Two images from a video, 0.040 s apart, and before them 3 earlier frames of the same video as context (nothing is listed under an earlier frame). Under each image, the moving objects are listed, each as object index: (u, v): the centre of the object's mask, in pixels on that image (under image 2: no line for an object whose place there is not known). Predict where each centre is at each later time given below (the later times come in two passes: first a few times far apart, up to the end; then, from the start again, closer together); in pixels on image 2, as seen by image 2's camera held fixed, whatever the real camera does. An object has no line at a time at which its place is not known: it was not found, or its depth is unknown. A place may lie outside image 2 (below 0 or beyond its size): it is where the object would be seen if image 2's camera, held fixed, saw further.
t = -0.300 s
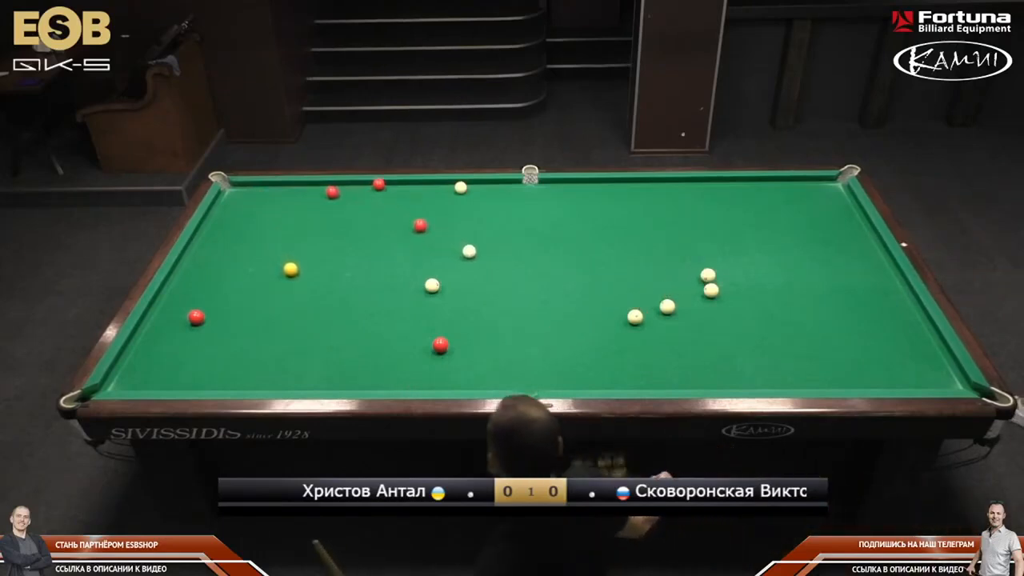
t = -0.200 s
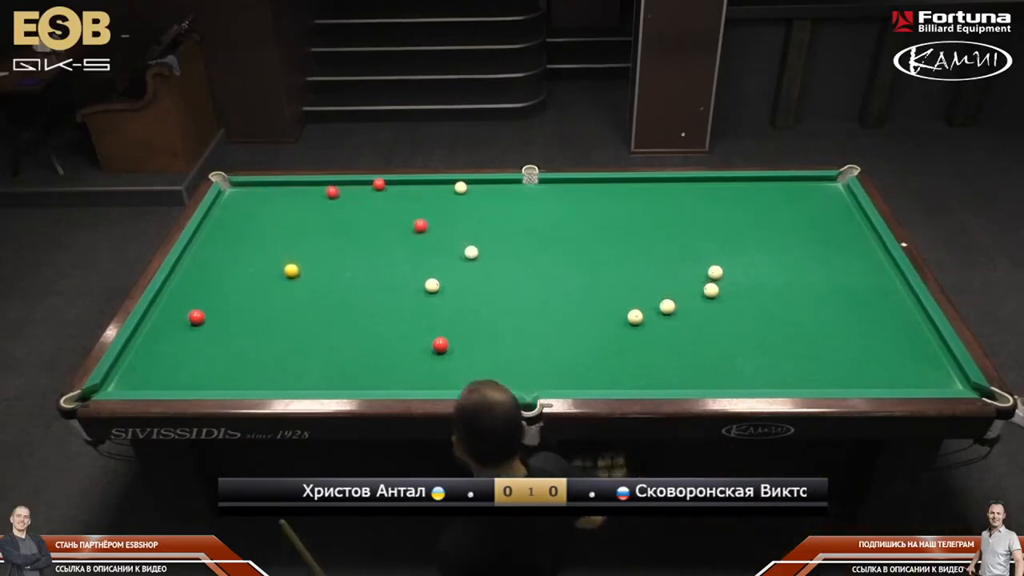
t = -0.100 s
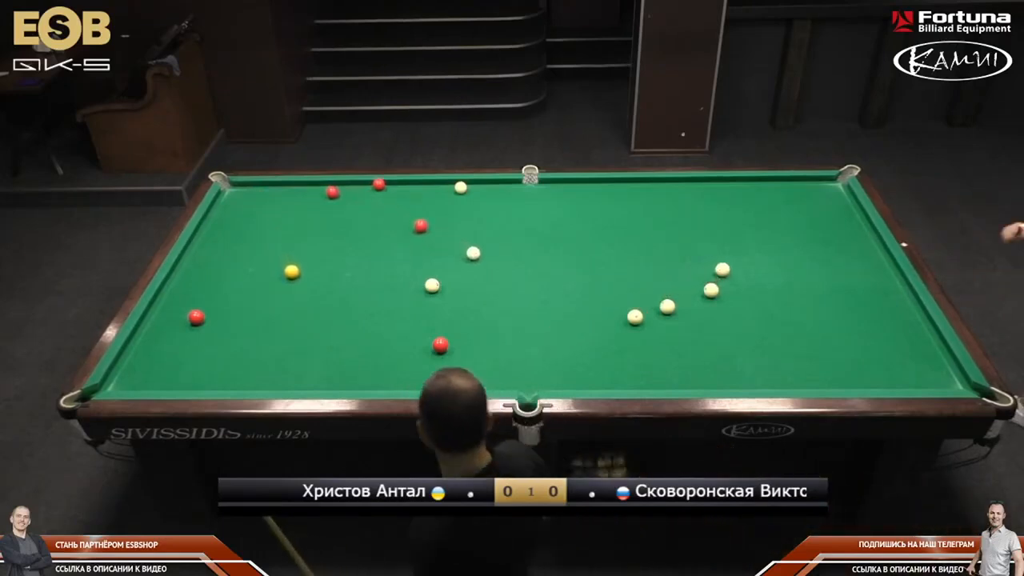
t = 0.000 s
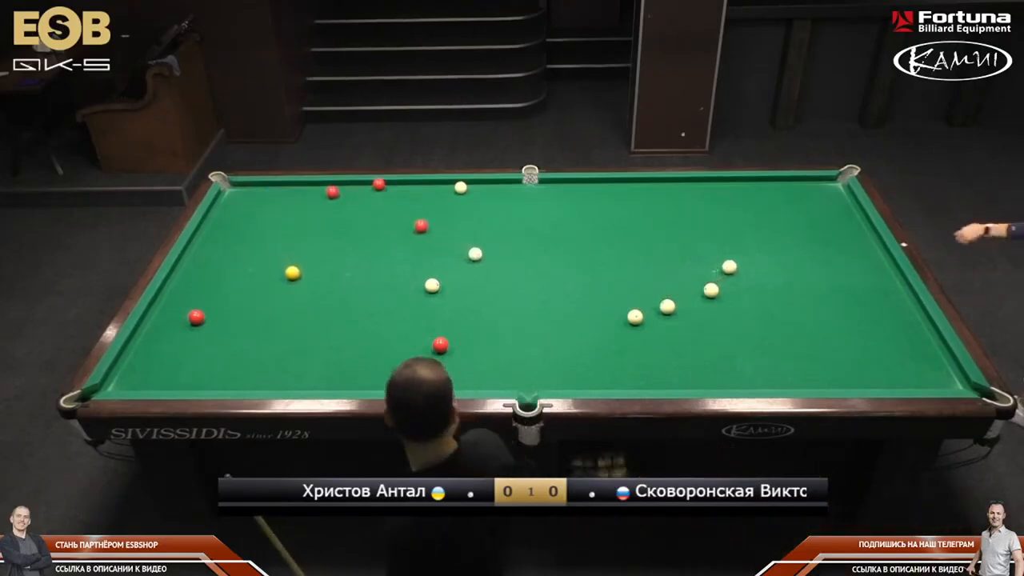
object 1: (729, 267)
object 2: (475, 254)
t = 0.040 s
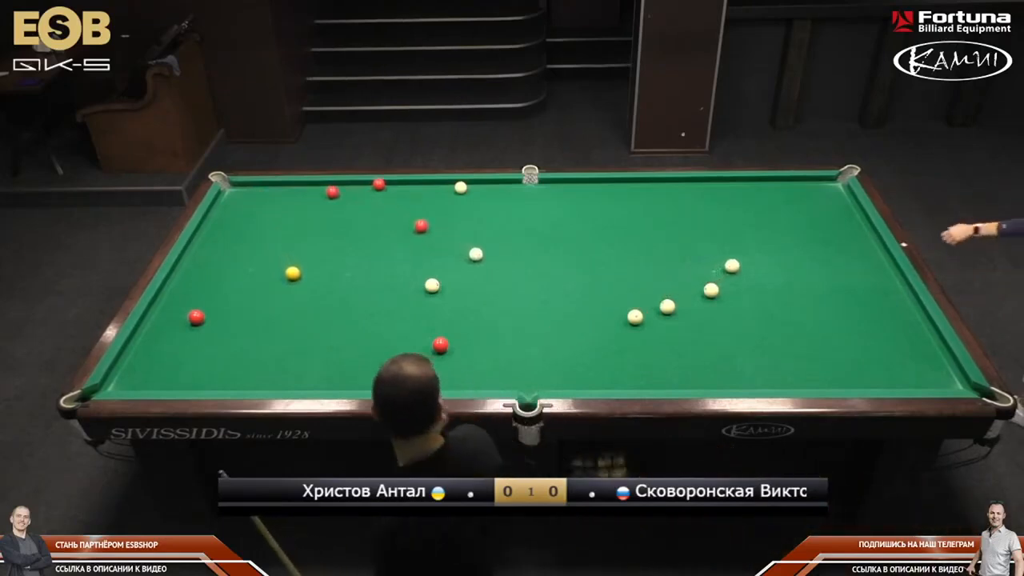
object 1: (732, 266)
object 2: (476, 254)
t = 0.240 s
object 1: (745, 261)
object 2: (479, 256)
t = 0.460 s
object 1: (759, 256)
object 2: (482, 257)
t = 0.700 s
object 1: (773, 250)
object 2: (485, 259)
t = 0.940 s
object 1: (786, 245)
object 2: (487, 259)
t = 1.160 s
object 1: (798, 240)
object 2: (489, 260)
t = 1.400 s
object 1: (809, 236)
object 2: (490, 261)
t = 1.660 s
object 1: (821, 231)
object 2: (490, 260)
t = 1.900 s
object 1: (831, 227)
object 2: (490, 260)
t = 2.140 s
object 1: (840, 223)
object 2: (490, 260)
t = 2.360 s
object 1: (847, 220)
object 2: (490, 260)
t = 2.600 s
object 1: (855, 217)
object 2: (490, 260)
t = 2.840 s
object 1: (860, 214)
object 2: (490, 260)
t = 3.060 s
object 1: (856, 213)
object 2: (490, 260)
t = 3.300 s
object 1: (851, 212)
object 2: (490, 260)
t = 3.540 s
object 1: (848, 211)
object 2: (490, 260)
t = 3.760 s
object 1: (845, 211)
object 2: (490, 260)
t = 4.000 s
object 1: (844, 210)
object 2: (490, 260)
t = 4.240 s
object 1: (842, 209)
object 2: (490, 260)
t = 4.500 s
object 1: (842, 210)
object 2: (490, 260)
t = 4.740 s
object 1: (842, 210)
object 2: (490, 260)
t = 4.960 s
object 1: (842, 210)
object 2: (490, 260)
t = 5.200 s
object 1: (842, 210)
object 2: (490, 260)
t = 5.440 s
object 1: (842, 210)
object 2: (490, 260)
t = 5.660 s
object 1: (842, 210)
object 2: (490, 260)
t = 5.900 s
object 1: (842, 210)
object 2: (490, 260)
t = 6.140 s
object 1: (842, 210)
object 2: (490, 260)
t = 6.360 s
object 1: (842, 210)
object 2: (490, 260)
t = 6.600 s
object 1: (842, 210)
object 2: (490, 260)
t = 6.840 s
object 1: (842, 210)
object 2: (490, 260)
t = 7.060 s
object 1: (842, 210)
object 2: (490, 260)
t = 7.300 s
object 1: (842, 210)
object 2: (490, 260)
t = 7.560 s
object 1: (842, 210)
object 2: (490, 260)
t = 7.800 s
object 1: (842, 210)
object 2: (490, 260)
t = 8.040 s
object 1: (842, 210)
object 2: (490, 260)
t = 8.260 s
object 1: (842, 210)
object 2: (490, 260)
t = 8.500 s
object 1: (842, 210)
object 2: (490, 260)
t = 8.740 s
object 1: (842, 210)
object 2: (490, 260)
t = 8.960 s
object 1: (842, 210)
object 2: (490, 260)
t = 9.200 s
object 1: (842, 210)
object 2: (490, 260)
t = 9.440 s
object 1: (842, 210)
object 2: (490, 260)
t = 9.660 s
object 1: (842, 210)
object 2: (490, 260)
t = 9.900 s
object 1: (842, 210)
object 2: (490, 260)
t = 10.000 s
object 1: (842, 210)
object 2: (490, 260)
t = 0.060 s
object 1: (733, 265)
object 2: (476, 254)
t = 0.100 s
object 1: (736, 264)
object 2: (477, 254)
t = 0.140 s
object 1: (738, 263)
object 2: (477, 255)
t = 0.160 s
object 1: (740, 263)
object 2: (478, 255)
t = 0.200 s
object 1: (742, 262)
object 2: (478, 255)
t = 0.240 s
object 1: (745, 261)
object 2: (479, 256)
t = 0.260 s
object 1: (746, 260)
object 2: (479, 256)
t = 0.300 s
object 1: (749, 259)
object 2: (480, 256)
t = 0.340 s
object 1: (751, 258)
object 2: (480, 256)
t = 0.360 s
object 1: (753, 258)
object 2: (481, 256)
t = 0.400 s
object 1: (755, 257)
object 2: (481, 257)
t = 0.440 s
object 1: (758, 256)
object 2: (482, 257)
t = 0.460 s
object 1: (759, 256)
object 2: (482, 257)
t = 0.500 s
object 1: (761, 254)
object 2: (482, 257)
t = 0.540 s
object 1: (764, 253)
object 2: (483, 257)
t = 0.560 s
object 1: (765, 253)
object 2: (483, 258)
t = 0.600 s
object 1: (767, 252)
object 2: (484, 258)
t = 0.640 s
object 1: (770, 251)
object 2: (484, 258)
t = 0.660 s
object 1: (771, 251)
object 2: (484, 258)
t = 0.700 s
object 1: (773, 250)
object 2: (485, 259)
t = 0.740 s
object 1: (776, 249)
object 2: (485, 259)
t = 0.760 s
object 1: (776, 249)
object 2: (485, 259)
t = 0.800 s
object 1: (779, 248)
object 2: (486, 259)
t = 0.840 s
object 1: (781, 247)
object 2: (486, 259)
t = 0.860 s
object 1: (782, 246)
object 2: (486, 259)
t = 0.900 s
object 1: (784, 245)
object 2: (487, 259)
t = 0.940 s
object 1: (786, 245)
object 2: (487, 259)
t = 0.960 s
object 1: (787, 244)
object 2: (487, 259)
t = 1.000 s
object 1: (789, 243)
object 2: (487, 260)
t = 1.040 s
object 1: (791, 243)
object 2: (488, 260)
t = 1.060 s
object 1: (793, 242)
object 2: (488, 260)
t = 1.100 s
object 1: (795, 241)
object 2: (488, 260)
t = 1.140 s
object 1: (797, 241)
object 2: (488, 260)
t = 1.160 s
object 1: (798, 240)
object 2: (489, 260)
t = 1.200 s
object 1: (800, 239)
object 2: (489, 260)
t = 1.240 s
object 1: (802, 239)
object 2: (489, 260)
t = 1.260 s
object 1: (803, 238)
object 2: (489, 260)
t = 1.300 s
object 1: (805, 238)
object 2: (489, 260)
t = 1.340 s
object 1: (806, 237)
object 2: (489, 261)
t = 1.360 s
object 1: (807, 236)
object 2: (489, 261)
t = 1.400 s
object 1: (809, 236)
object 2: (490, 261)
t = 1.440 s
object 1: (811, 235)
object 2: (490, 261)
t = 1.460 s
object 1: (812, 235)
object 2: (490, 260)
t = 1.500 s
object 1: (814, 234)
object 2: (490, 261)
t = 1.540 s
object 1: (816, 233)
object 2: (490, 261)
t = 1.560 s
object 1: (816, 233)
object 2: (490, 261)
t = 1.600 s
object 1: (818, 232)
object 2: (490, 261)
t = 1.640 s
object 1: (820, 231)
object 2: (490, 261)
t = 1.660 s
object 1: (821, 231)
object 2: (490, 260)
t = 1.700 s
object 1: (823, 231)
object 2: (490, 260)
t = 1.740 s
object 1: (824, 230)
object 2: (490, 260)
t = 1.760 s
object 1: (825, 230)
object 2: (490, 261)
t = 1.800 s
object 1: (827, 229)
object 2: (490, 260)
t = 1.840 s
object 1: (828, 228)
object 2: (490, 260)
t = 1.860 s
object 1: (829, 228)
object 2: (490, 261)
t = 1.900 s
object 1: (831, 227)
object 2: (490, 260)
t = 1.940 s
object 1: (832, 226)
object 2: (490, 260)
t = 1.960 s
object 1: (833, 226)
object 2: (490, 260)
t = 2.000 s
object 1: (835, 226)
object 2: (490, 261)
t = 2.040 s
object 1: (836, 225)
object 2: (490, 260)
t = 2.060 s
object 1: (837, 225)
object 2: (490, 260)
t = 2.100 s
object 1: (838, 224)
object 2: (490, 261)
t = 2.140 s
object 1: (840, 223)
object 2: (490, 260)
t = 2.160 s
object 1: (840, 223)
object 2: (490, 260)
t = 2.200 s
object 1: (842, 223)
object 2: (490, 260)
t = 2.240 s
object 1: (843, 222)
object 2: (490, 260)
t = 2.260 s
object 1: (844, 222)
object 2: (490, 260)
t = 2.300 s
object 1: (845, 221)
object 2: (490, 260)
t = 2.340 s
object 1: (847, 221)
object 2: (490, 260)
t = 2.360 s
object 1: (847, 220)
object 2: (490, 260)
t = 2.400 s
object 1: (849, 220)
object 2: (490, 260)
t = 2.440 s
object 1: (850, 219)
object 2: (490, 260)
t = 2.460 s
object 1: (851, 219)
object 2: (490, 260)
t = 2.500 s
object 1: (852, 219)
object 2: (490, 260)
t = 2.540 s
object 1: (853, 218)
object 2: (490, 260)
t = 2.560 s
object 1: (853, 218)
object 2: (490, 260)
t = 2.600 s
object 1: (855, 217)
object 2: (490, 260)
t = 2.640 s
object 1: (856, 217)
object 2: (490, 260)
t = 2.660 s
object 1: (856, 216)
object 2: (490, 260)
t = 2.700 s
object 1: (858, 216)
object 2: (490, 260)
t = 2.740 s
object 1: (859, 215)
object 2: (490, 260)
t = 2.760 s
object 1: (859, 215)
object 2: (490, 260)
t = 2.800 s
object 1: (861, 215)
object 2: (490, 260)
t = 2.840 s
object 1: (860, 214)
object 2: (490, 260)
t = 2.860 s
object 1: (860, 214)
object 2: (490, 261)
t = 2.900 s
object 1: (859, 214)
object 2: (490, 260)
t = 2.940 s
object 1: (858, 214)
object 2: (490, 260)
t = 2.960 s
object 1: (857, 214)
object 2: (490, 260)
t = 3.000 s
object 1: (857, 213)
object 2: (490, 260)
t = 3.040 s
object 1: (856, 213)
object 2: (490, 260)
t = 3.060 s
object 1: (856, 213)
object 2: (490, 260)
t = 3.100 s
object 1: (855, 213)
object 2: (490, 260)
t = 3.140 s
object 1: (854, 213)
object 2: (490, 260)
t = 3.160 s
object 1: (854, 213)
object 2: (490, 260)
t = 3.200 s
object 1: (853, 212)
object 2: (490, 260)
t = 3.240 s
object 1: (852, 212)
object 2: (490, 260)
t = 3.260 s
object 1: (852, 212)
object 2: (490, 260)
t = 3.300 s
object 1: (851, 212)
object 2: (490, 260)
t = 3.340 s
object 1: (850, 212)
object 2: (490, 260)
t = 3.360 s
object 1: (850, 212)
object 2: (490, 260)
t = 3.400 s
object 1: (850, 212)
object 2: (490, 260)
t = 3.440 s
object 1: (849, 211)
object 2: (490, 260)
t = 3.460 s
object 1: (849, 212)
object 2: (490, 260)
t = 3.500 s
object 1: (848, 211)
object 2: (490, 260)
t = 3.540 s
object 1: (848, 211)
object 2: (490, 260)
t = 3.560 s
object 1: (848, 211)
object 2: (490, 260)
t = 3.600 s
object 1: (847, 211)
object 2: (490, 260)
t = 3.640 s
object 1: (847, 211)
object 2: (490, 260)
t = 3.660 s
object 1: (846, 211)
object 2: (490, 260)
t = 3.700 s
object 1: (846, 211)
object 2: (490, 260)
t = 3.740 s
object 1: (845, 211)
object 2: (490, 260)
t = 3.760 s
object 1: (845, 211)
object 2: (490, 260)
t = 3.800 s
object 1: (845, 210)
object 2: (490, 260)
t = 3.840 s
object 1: (845, 210)
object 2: (490, 260)
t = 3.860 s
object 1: (845, 210)
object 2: (490, 260)
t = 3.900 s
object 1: (844, 210)
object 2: (490, 260)
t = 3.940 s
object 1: (844, 210)
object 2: (490, 260)
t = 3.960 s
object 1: (844, 210)
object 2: (490, 260)
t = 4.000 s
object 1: (844, 210)
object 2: (490, 260)
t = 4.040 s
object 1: (843, 210)
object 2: (490, 260)
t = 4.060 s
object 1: (843, 210)
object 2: (490, 260)
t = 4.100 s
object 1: (843, 210)
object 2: (490, 260)
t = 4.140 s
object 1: (843, 210)
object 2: (490, 260)
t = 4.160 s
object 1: (842, 210)
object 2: (490, 260)
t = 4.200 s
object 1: (842, 210)
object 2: (490, 260)
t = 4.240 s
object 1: (842, 209)
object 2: (490, 260)
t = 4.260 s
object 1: (842, 209)
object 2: (490, 260)
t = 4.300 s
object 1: (842, 209)
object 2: (490, 260)
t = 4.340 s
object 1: (842, 209)
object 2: (490, 260)
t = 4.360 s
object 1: (842, 209)
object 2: (490, 260)
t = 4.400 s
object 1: (842, 209)
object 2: (490, 260)
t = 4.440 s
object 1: (842, 210)
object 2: (490, 260)
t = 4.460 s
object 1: (842, 210)
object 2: (490, 260)
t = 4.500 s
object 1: (842, 210)
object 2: (490, 260)
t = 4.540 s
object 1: (842, 210)
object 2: (490, 260)
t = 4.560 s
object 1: (842, 210)
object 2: (490, 260)
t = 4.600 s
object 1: (842, 210)
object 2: (490, 260)
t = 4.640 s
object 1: (842, 210)
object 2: (490, 260)
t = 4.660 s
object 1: (842, 210)
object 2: (490, 260)
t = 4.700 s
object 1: (842, 210)
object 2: (490, 260)
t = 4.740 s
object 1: (842, 210)
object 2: (490, 260)
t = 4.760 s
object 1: (842, 210)
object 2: (490, 260)
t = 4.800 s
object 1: (842, 210)
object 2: (490, 260)
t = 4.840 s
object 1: (842, 210)
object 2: (490, 260)
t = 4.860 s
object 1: (842, 210)
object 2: (490, 260)
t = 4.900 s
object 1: (842, 210)
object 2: (490, 260)
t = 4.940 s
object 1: (842, 210)
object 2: (490, 260)
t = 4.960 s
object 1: (842, 210)
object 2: (490, 260)
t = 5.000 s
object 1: (842, 210)
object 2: (490, 260)
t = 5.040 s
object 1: (842, 210)
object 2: (490, 260)
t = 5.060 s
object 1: (842, 210)
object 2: (490, 260)
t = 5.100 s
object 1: (842, 210)
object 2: (490, 260)
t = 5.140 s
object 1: (842, 210)
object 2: (490, 260)
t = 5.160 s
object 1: (842, 210)
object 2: (490, 260)
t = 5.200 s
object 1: (842, 210)
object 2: (490, 260)
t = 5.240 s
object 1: (842, 210)
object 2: (490, 260)
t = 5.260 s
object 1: (842, 210)
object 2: (490, 260)
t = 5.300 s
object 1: (842, 210)
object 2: (490, 260)
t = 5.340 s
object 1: (842, 210)
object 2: (490, 260)
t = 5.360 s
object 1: (842, 210)
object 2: (490, 260)
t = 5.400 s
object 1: (842, 210)
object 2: (490, 260)
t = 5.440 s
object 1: (842, 210)
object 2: (490, 260)
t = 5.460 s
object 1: (842, 210)
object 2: (490, 260)
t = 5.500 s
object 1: (842, 210)
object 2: (490, 260)
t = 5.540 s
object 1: (842, 210)
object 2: (490, 260)
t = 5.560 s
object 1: (842, 210)
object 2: (490, 260)
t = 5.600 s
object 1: (842, 210)
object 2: (490, 260)
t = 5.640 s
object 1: (842, 210)
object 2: (490, 260)
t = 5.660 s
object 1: (842, 210)
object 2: (490, 260)
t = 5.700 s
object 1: (842, 210)
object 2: (490, 260)
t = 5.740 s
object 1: (842, 210)
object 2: (490, 260)
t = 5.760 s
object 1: (842, 210)
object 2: (490, 260)
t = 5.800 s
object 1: (842, 210)
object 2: (490, 260)
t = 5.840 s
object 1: (842, 210)
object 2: (490, 260)
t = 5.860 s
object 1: (842, 210)
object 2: (490, 260)
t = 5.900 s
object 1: (842, 210)
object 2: (490, 260)
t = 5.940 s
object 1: (842, 210)
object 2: (490, 260)
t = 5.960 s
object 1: (842, 210)
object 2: (490, 260)
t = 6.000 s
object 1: (842, 210)
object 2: (490, 260)
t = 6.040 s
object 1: (842, 210)
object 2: (490, 260)
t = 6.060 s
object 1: (842, 210)
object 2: (490, 260)
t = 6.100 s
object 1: (842, 210)
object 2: (490, 260)
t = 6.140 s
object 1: (842, 210)
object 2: (490, 260)
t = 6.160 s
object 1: (842, 210)
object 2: (490, 260)
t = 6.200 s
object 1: (842, 210)
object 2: (490, 260)
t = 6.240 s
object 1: (842, 210)
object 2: (490, 260)
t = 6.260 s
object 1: (842, 210)
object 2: (490, 260)
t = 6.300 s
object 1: (842, 210)
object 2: (490, 260)
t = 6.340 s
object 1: (842, 210)
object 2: (490, 260)
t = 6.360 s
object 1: (842, 210)
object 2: (490, 260)
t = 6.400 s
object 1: (842, 210)
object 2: (490, 260)
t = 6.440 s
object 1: (842, 210)
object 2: (490, 260)
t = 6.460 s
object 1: (842, 210)
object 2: (490, 260)
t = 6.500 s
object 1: (842, 210)
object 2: (490, 260)
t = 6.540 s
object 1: (842, 210)
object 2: (490, 260)
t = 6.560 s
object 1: (842, 210)
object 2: (490, 260)
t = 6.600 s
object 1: (842, 210)
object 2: (490, 260)
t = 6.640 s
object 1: (842, 210)
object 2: (490, 260)
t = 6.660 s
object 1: (842, 210)
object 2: (490, 260)
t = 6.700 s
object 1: (842, 210)
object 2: (490, 260)
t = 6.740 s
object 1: (842, 210)
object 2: (490, 260)
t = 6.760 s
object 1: (842, 210)
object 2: (490, 260)
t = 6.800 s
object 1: (842, 210)
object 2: (490, 260)
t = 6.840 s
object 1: (842, 210)
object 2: (490, 260)
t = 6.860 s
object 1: (842, 210)
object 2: (490, 260)
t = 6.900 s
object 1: (842, 210)
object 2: (490, 260)
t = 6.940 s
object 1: (842, 210)
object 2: (490, 260)
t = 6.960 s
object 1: (842, 210)
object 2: (490, 260)
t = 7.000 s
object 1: (842, 210)
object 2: (490, 260)
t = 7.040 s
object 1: (842, 210)
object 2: (490, 260)
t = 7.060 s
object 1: (842, 210)
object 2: (490, 260)
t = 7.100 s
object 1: (842, 210)
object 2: (490, 260)
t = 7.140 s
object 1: (842, 210)
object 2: (490, 260)
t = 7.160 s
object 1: (842, 210)
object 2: (490, 260)
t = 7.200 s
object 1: (842, 210)
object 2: (490, 260)
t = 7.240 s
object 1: (842, 210)
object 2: (490, 260)
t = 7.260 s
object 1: (842, 210)
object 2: (490, 260)
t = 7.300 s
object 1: (842, 210)
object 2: (490, 260)
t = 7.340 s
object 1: (842, 210)
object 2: (490, 260)
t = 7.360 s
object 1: (842, 210)
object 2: (490, 260)
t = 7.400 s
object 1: (842, 210)
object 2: (490, 260)
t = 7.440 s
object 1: (842, 210)
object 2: (490, 260)
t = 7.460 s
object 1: (842, 210)
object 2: (490, 260)
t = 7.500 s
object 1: (842, 210)
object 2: (490, 260)
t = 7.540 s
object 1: (842, 210)
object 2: (490, 260)
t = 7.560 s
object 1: (842, 210)
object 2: (490, 260)
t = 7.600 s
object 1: (842, 210)
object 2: (490, 260)
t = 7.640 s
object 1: (842, 210)
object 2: (490, 260)
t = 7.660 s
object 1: (842, 210)
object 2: (490, 260)
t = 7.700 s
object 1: (842, 210)
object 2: (490, 260)
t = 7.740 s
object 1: (842, 210)
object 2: (490, 260)
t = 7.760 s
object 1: (842, 210)
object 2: (490, 260)
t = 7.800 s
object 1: (842, 210)
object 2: (490, 260)
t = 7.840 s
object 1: (842, 210)
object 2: (490, 260)
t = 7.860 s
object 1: (842, 210)
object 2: (490, 260)
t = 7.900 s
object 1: (842, 210)
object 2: (490, 260)
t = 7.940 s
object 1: (842, 210)
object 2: (490, 260)
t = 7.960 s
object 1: (842, 210)
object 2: (490, 260)
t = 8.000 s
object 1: (842, 210)
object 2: (490, 260)
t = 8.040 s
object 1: (842, 210)
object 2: (490, 260)
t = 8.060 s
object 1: (842, 210)
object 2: (490, 260)
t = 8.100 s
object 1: (842, 210)
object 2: (490, 260)
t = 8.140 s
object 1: (842, 210)
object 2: (490, 260)
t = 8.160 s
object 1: (842, 210)
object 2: (490, 260)
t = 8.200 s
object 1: (842, 210)
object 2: (490, 260)
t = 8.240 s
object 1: (842, 210)
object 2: (490, 260)
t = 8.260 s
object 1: (842, 210)
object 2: (490, 260)
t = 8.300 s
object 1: (842, 210)
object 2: (490, 260)
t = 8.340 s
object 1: (842, 210)
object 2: (490, 260)
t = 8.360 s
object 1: (842, 210)
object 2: (490, 260)
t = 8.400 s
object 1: (842, 210)
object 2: (490, 260)
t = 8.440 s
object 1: (842, 210)
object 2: (490, 260)
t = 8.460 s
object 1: (842, 210)
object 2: (490, 260)
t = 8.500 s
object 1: (842, 210)
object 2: (490, 260)
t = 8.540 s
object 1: (842, 210)
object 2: (490, 260)
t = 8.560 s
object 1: (842, 210)
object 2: (490, 260)
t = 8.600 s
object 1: (842, 210)
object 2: (490, 260)
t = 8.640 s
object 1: (842, 210)
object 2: (490, 260)
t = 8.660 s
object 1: (842, 210)
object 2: (490, 260)
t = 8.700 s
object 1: (842, 210)
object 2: (490, 260)
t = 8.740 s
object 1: (842, 210)
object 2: (490, 260)
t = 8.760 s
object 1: (842, 210)
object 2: (490, 260)
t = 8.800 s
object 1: (842, 210)
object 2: (490, 260)
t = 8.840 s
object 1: (842, 210)
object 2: (490, 260)
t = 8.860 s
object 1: (842, 210)
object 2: (490, 260)
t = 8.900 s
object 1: (842, 210)
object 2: (490, 260)
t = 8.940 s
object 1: (842, 210)
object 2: (490, 260)
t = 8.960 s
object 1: (842, 210)
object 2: (490, 260)
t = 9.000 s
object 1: (842, 210)
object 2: (490, 260)
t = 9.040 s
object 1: (842, 210)
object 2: (490, 260)
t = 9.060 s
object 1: (842, 210)
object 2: (490, 260)
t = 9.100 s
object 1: (842, 210)
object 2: (490, 260)
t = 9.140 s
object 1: (842, 210)
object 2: (490, 260)
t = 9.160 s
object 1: (842, 210)
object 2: (490, 260)
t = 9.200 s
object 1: (842, 210)
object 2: (490, 260)
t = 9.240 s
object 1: (842, 210)
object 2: (490, 260)
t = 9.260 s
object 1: (842, 210)
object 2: (490, 260)
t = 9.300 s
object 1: (842, 210)
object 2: (490, 260)
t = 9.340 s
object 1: (842, 210)
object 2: (490, 260)
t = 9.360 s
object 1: (842, 210)
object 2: (490, 260)
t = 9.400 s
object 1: (842, 210)
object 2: (490, 260)
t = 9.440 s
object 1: (842, 210)
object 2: (490, 260)
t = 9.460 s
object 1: (842, 210)
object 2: (490, 260)
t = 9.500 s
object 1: (842, 210)
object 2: (490, 260)
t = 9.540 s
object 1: (842, 210)
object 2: (490, 260)
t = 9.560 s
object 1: (842, 210)
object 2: (490, 260)
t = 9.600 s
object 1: (842, 210)
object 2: (490, 260)
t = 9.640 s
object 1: (842, 210)
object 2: (490, 260)
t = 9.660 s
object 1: (842, 210)
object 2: (490, 260)
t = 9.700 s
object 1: (842, 210)
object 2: (490, 260)
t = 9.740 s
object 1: (842, 210)
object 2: (490, 260)
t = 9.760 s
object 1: (842, 210)
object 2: (490, 260)
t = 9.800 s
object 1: (842, 210)
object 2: (490, 260)
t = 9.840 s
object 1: (842, 210)
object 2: (490, 260)
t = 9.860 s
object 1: (842, 210)
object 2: (490, 260)
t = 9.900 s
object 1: (842, 210)
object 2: (490, 260)
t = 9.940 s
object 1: (842, 210)
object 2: (490, 260)
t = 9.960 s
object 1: (842, 210)
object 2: (490, 260)
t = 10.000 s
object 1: (842, 210)
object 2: (490, 260)
